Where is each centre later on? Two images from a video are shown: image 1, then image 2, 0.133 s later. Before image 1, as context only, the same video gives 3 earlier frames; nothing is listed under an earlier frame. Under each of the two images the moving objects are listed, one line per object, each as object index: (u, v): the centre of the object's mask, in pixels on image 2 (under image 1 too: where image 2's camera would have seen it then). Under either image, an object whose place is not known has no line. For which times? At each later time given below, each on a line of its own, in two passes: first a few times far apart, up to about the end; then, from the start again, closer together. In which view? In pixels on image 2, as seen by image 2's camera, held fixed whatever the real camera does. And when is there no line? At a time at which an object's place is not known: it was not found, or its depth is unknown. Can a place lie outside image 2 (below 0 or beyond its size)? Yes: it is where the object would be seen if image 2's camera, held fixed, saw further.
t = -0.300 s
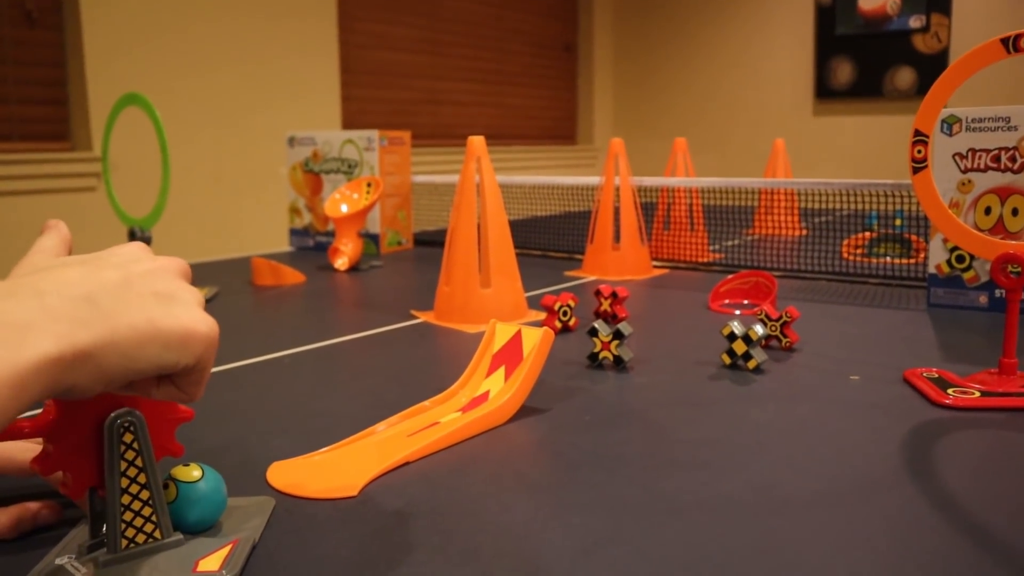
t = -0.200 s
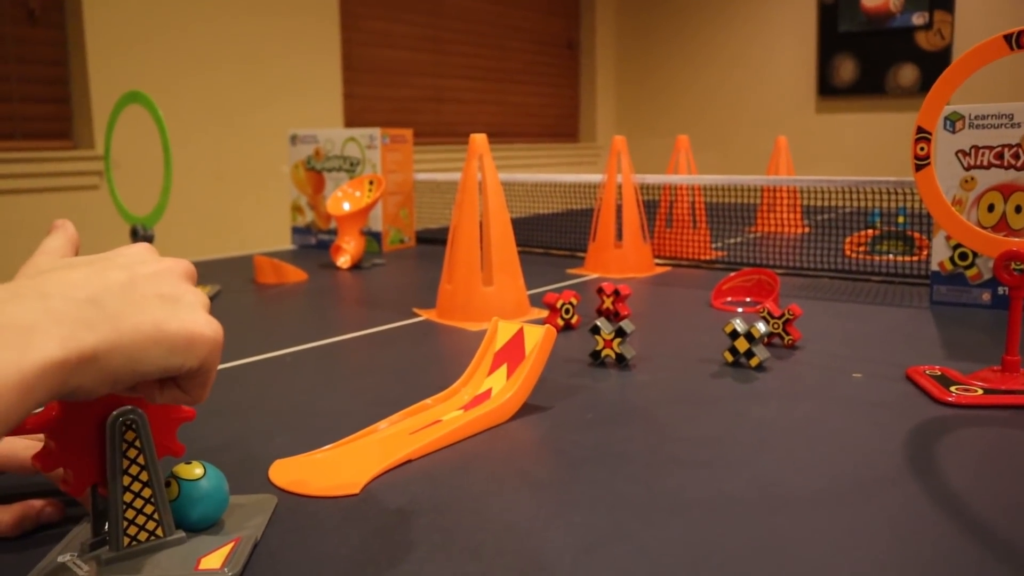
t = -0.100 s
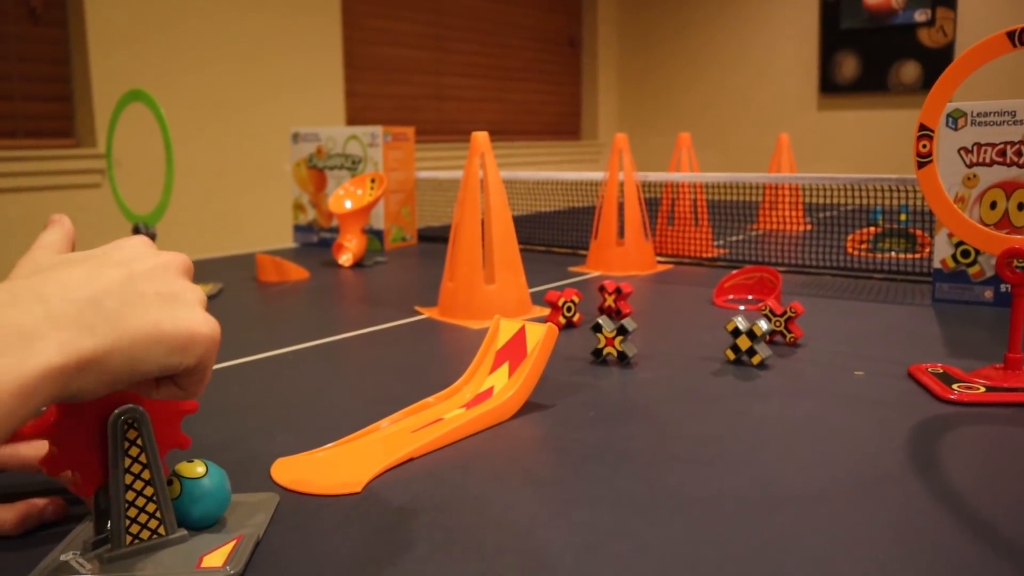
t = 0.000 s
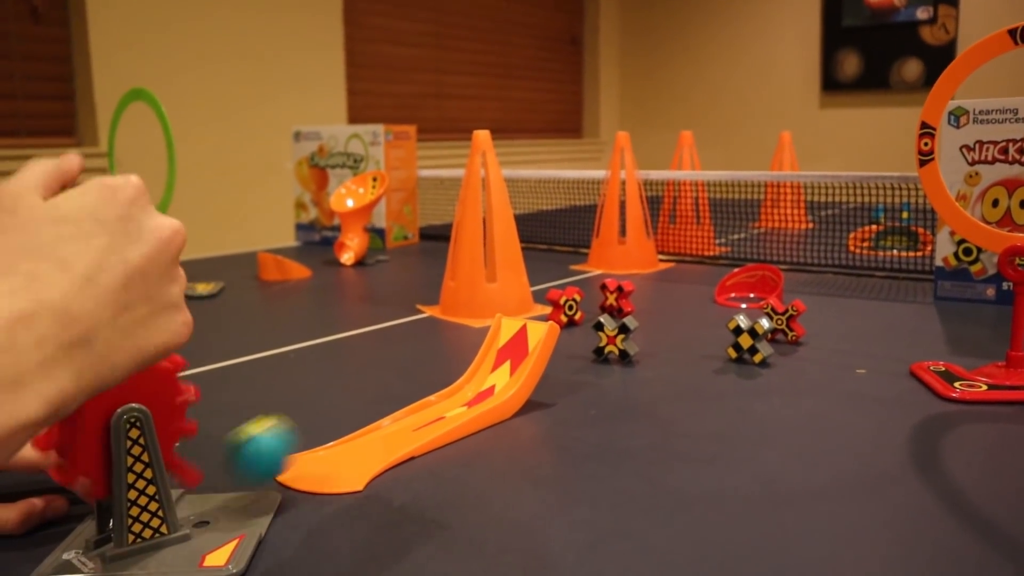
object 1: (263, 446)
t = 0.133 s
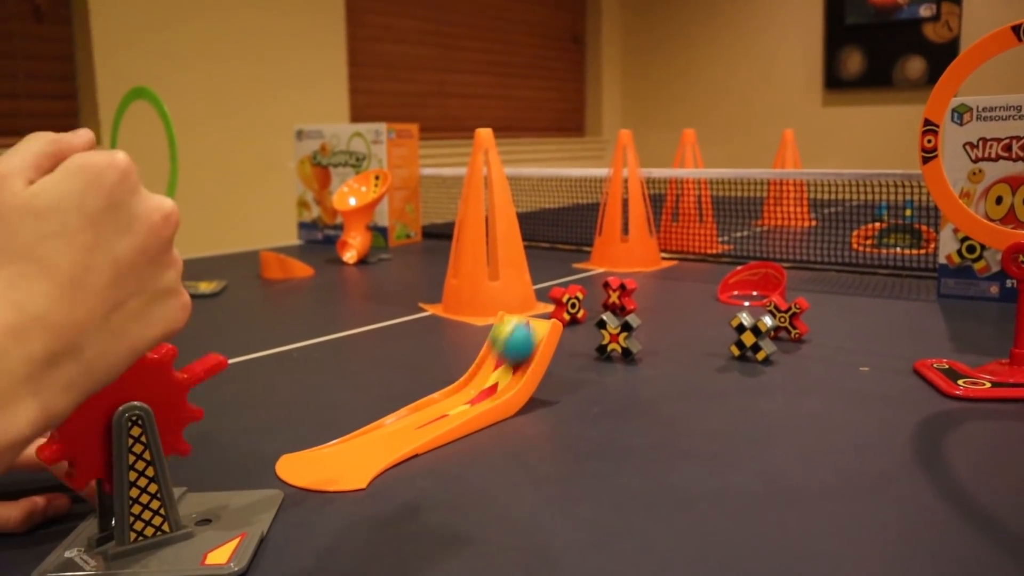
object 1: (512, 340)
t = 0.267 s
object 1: (579, 250)
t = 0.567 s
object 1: (626, 276)
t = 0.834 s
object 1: (675, 261)
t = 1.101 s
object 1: (706, 251)
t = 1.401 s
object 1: (730, 252)
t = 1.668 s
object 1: (744, 251)
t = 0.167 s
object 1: (531, 298)
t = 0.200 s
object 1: (548, 268)
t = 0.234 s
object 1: (564, 253)
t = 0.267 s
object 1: (579, 250)
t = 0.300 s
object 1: (593, 258)
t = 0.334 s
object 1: (608, 279)
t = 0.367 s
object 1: (615, 293)
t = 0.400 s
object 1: (617, 283)
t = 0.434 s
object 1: (618, 284)
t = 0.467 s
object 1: (619, 296)
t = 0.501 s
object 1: (621, 308)
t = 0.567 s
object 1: (626, 276)
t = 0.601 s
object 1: (630, 260)
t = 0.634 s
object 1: (638, 247)
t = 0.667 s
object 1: (644, 243)
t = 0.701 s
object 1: (652, 247)
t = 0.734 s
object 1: (658, 262)
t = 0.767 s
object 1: (665, 285)
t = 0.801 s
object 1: (670, 280)
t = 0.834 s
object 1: (675, 261)
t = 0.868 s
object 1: (679, 250)
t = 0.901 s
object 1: (684, 248)
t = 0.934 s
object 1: (688, 255)
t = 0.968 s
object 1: (692, 269)
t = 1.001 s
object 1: (695, 277)
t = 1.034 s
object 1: (699, 261)
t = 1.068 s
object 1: (703, 252)
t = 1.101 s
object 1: (706, 251)
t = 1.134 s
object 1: (709, 257)
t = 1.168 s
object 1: (712, 271)
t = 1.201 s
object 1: (715, 263)
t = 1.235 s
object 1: (718, 254)
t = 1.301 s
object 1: (724, 257)
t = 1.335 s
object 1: (724, 266)
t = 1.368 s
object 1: (728, 258)
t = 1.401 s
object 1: (730, 252)
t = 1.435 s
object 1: (732, 253)
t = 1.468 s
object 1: (733, 259)
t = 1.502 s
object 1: (736, 256)
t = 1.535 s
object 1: (738, 252)
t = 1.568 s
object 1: (739, 252)
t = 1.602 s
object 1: (740, 256)
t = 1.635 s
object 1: (743, 252)
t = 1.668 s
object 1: (744, 251)
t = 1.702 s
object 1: (744, 253)
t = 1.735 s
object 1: (743, 253)
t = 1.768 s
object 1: (742, 254)
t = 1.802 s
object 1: (740, 254)
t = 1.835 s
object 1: (738, 255)
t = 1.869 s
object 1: (737, 255)
